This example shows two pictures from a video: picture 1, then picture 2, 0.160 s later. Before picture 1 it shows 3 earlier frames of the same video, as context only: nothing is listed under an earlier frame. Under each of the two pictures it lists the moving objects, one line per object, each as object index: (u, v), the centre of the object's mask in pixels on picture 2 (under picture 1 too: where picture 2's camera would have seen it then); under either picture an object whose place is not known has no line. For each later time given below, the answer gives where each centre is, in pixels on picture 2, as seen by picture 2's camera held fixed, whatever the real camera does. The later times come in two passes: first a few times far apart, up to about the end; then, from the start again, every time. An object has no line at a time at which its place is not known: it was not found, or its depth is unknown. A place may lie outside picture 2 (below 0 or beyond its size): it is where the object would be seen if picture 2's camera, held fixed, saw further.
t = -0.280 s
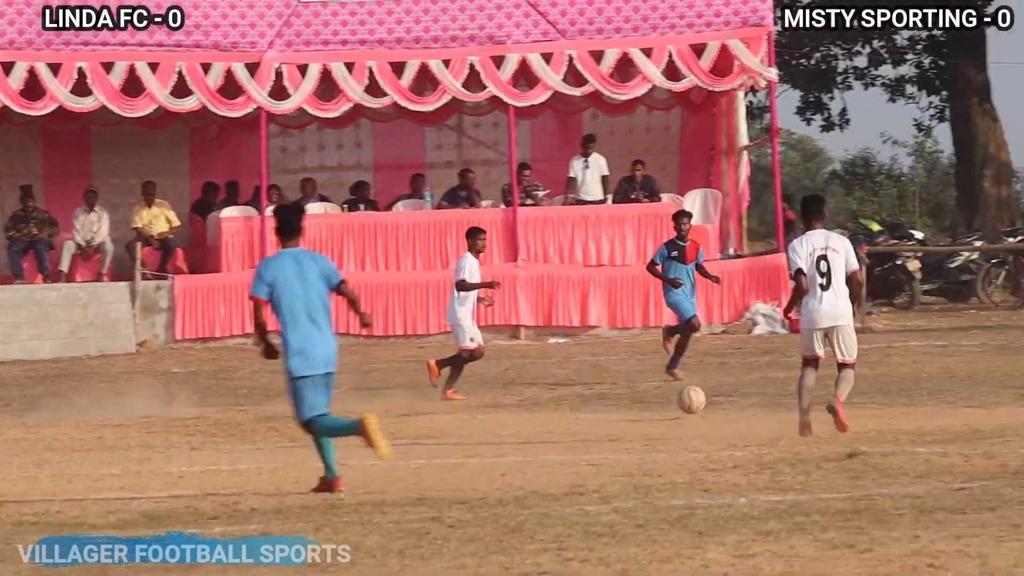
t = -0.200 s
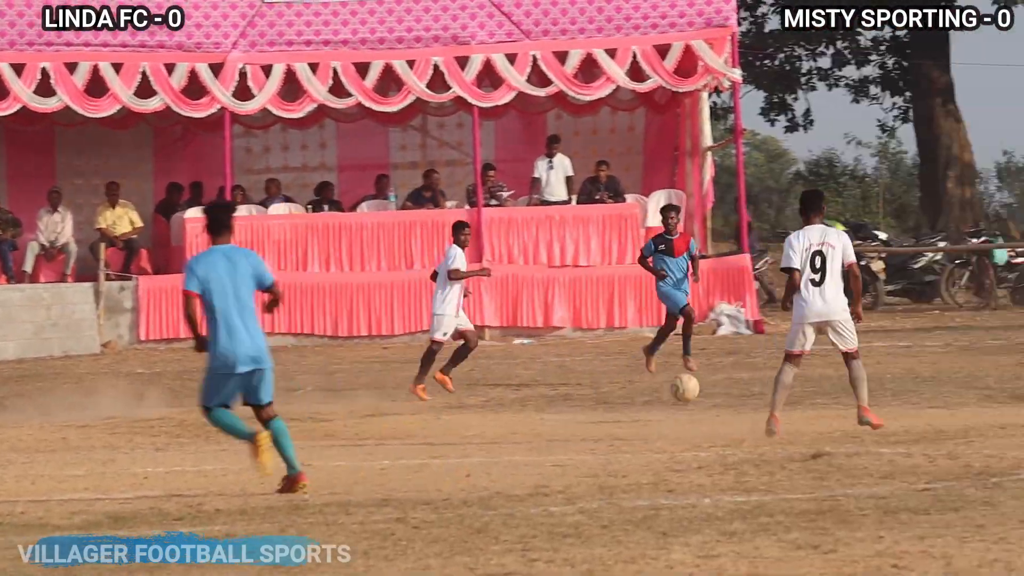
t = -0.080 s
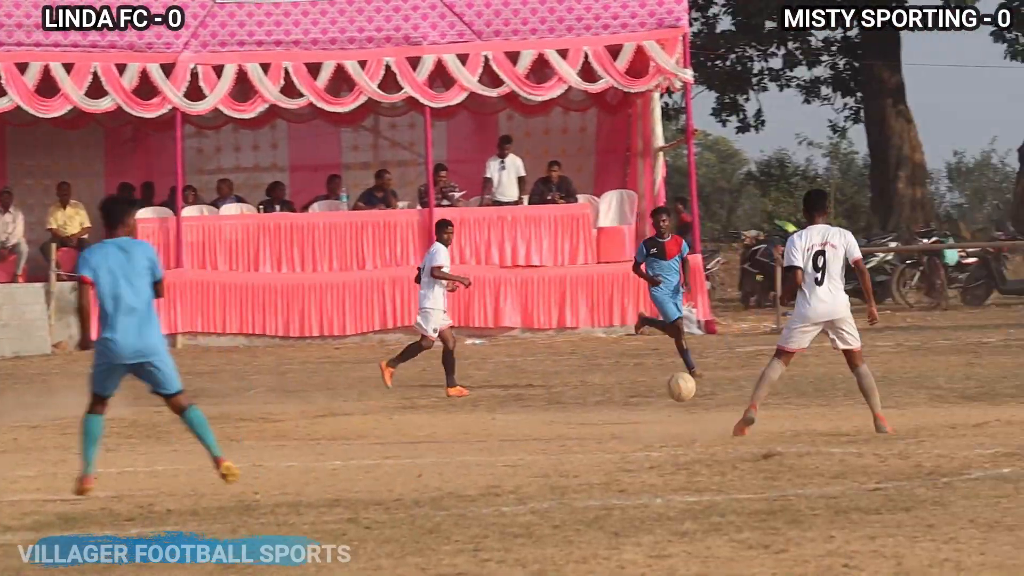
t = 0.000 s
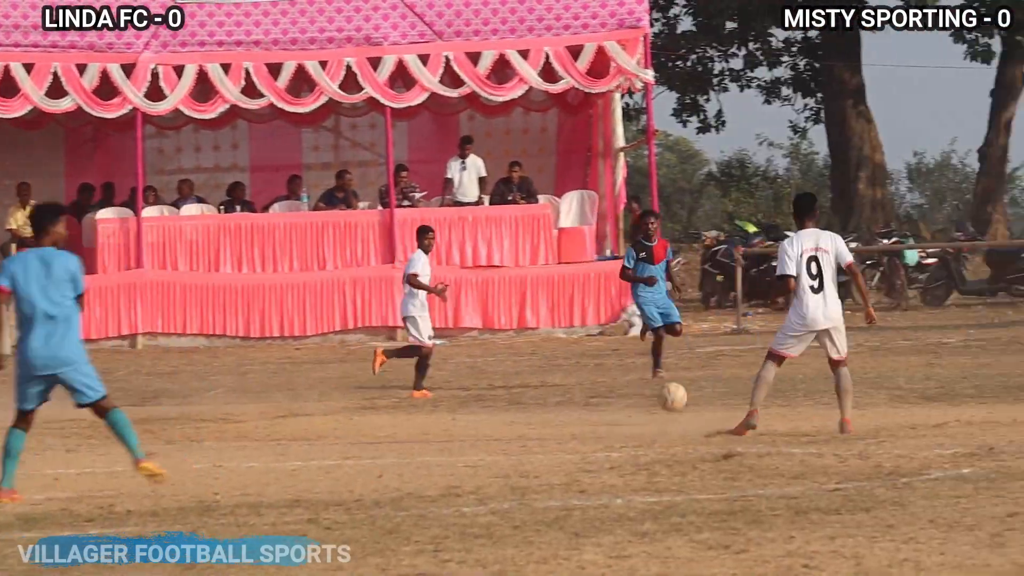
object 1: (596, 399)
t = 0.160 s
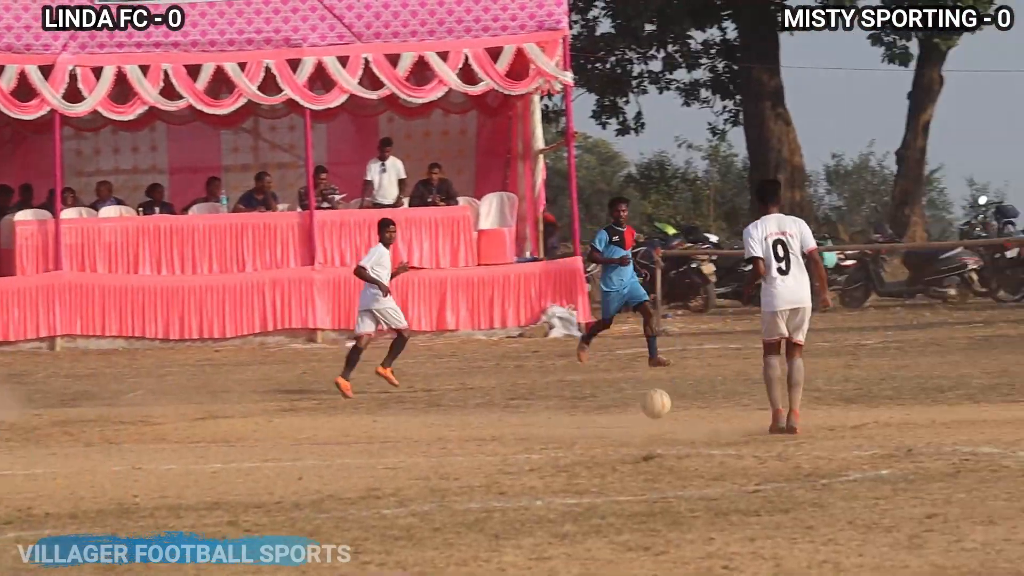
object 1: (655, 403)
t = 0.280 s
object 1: (704, 411)
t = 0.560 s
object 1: (818, 408)
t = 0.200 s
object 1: (672, 403)
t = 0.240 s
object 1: (688, 407)
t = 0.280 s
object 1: (704, 411)
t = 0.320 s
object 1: (722, 413)
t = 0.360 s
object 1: (737, 410)
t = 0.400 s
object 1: (752, 405)
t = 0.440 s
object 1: (769, 402)
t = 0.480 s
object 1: (785, 402)
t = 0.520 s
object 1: (801, 403)
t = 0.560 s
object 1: (818, 408)
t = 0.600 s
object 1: (835, 412)
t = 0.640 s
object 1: (851, 405)
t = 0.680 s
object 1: (868, 402)
